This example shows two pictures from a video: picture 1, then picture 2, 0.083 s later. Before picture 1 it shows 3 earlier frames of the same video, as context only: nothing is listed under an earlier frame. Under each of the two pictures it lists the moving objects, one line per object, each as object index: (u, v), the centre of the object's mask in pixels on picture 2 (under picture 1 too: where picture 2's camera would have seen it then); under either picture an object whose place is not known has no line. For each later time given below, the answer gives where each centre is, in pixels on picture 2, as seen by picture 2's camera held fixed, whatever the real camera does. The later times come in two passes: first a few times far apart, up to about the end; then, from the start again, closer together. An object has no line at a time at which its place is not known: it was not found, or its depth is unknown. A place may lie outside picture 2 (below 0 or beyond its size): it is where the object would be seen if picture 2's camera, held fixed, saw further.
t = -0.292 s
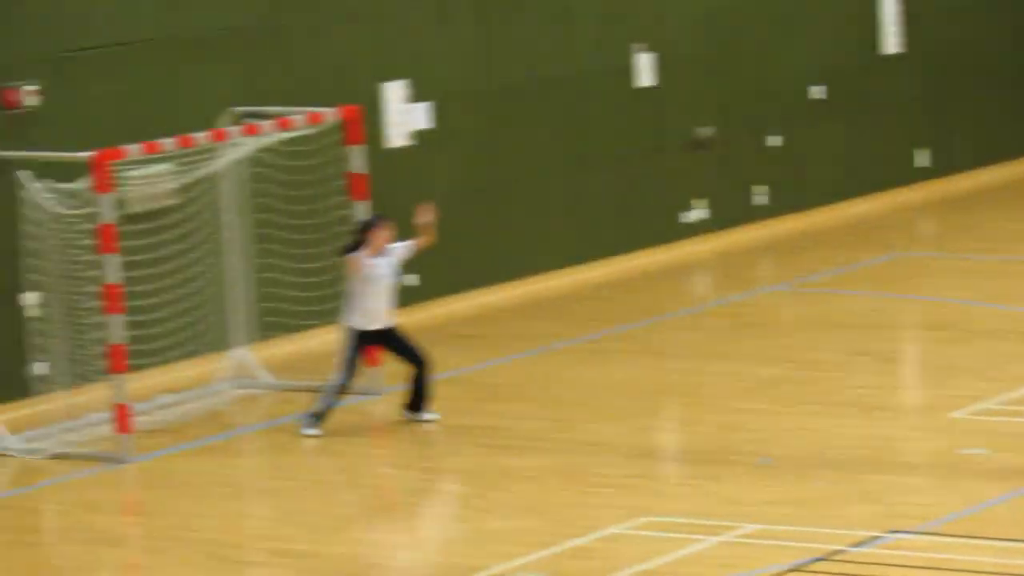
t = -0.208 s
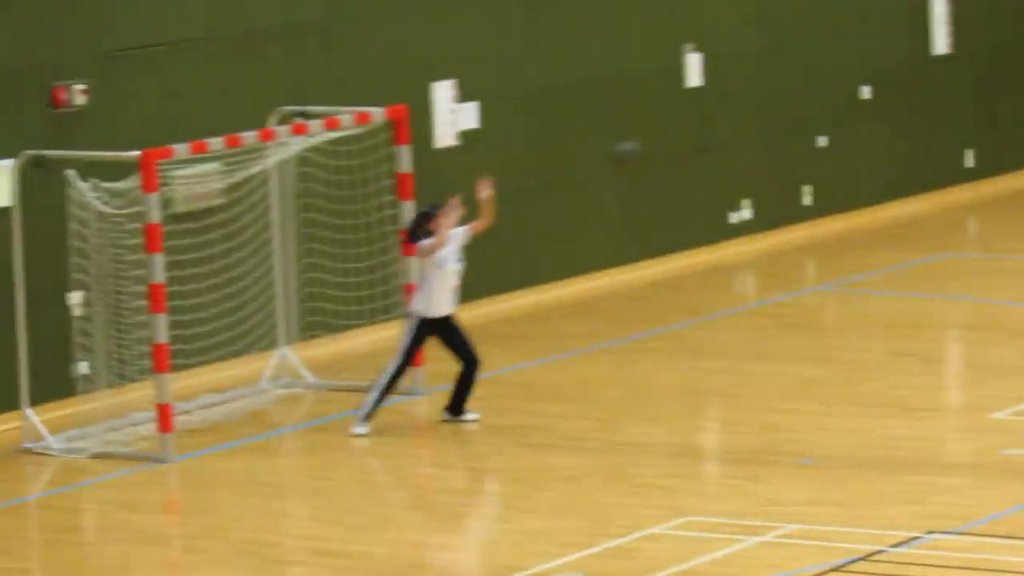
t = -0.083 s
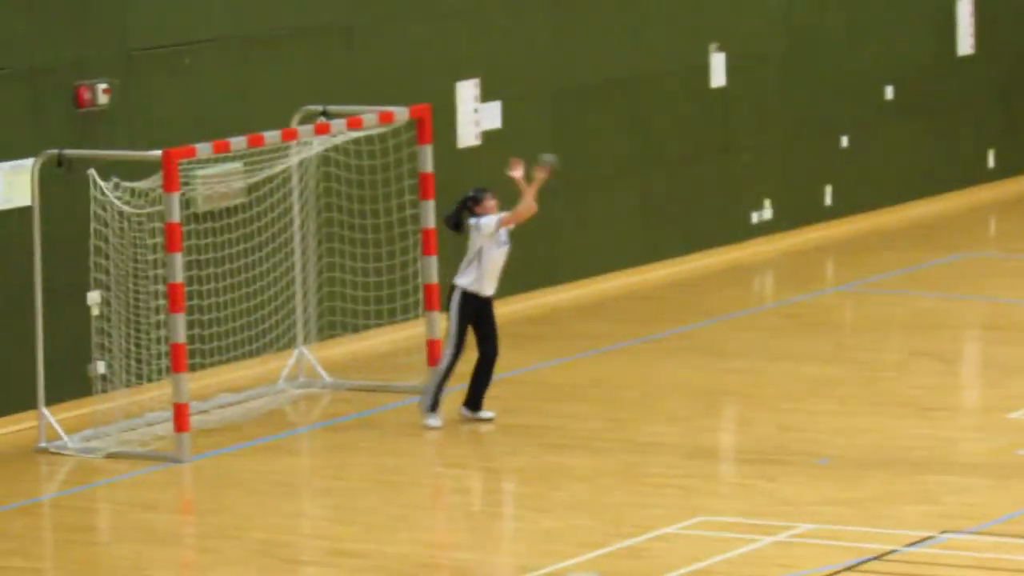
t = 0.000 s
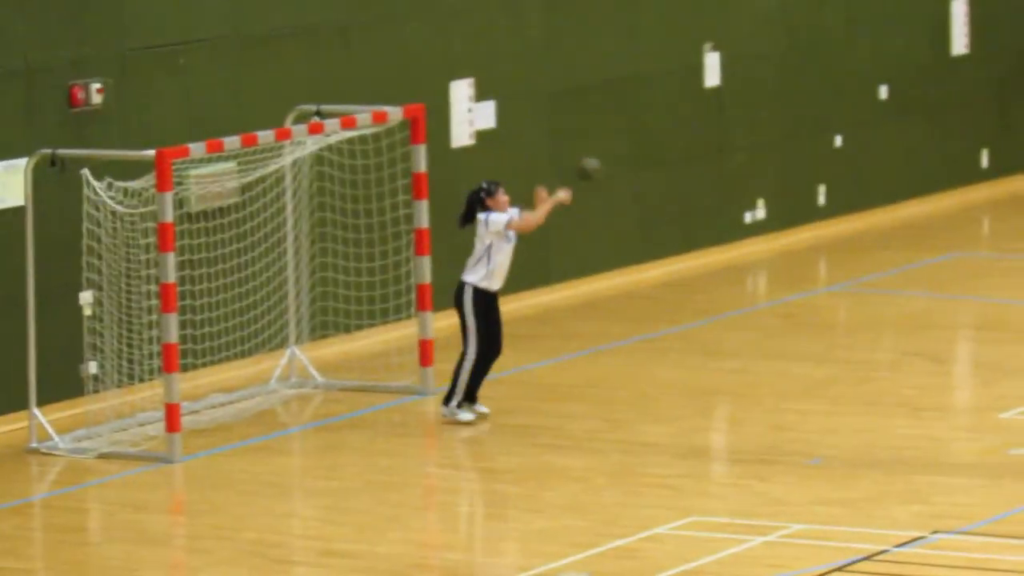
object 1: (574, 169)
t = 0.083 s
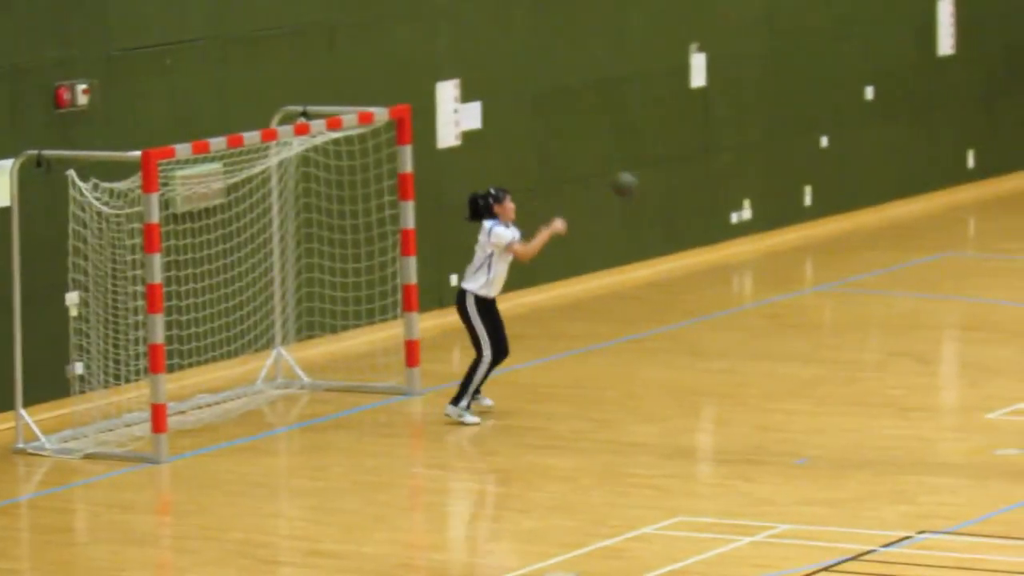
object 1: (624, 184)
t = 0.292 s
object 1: (747, 264)
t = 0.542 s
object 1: (872, 353)
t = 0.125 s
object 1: (648, 194)
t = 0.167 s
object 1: (673, 208)
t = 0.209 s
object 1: (697, 223)
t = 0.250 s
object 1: (723, 242)
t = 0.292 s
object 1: (747, 264)
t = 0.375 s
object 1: (796, 313)
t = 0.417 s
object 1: (819, 340)
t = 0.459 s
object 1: (843, 370)
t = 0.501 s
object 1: (861, 376)
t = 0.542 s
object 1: (872, 353)
